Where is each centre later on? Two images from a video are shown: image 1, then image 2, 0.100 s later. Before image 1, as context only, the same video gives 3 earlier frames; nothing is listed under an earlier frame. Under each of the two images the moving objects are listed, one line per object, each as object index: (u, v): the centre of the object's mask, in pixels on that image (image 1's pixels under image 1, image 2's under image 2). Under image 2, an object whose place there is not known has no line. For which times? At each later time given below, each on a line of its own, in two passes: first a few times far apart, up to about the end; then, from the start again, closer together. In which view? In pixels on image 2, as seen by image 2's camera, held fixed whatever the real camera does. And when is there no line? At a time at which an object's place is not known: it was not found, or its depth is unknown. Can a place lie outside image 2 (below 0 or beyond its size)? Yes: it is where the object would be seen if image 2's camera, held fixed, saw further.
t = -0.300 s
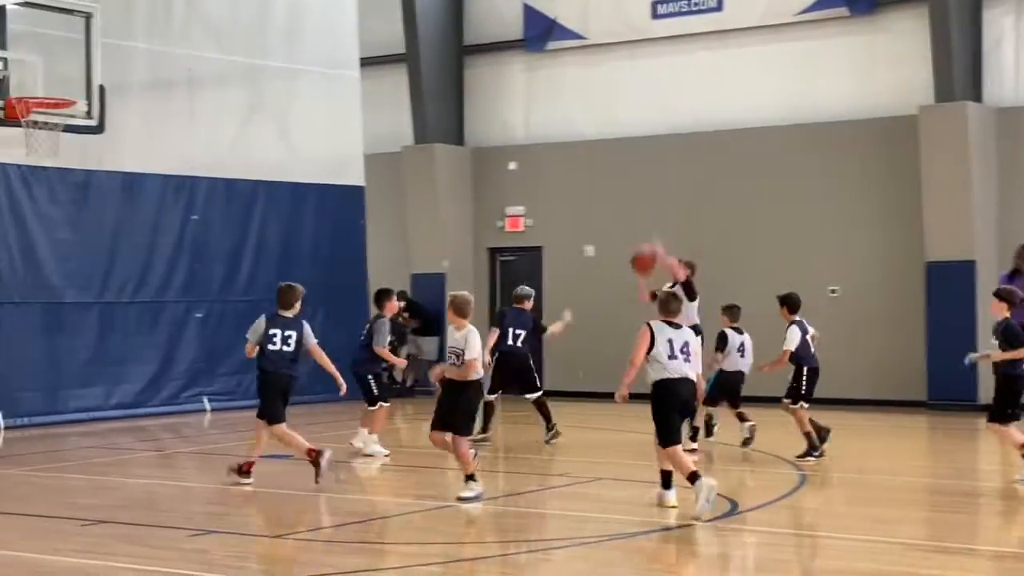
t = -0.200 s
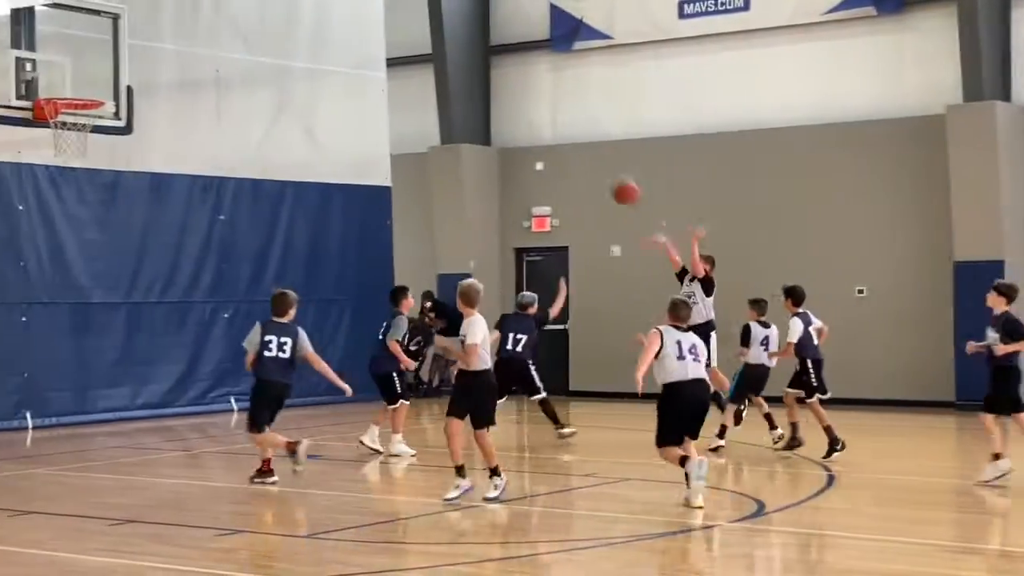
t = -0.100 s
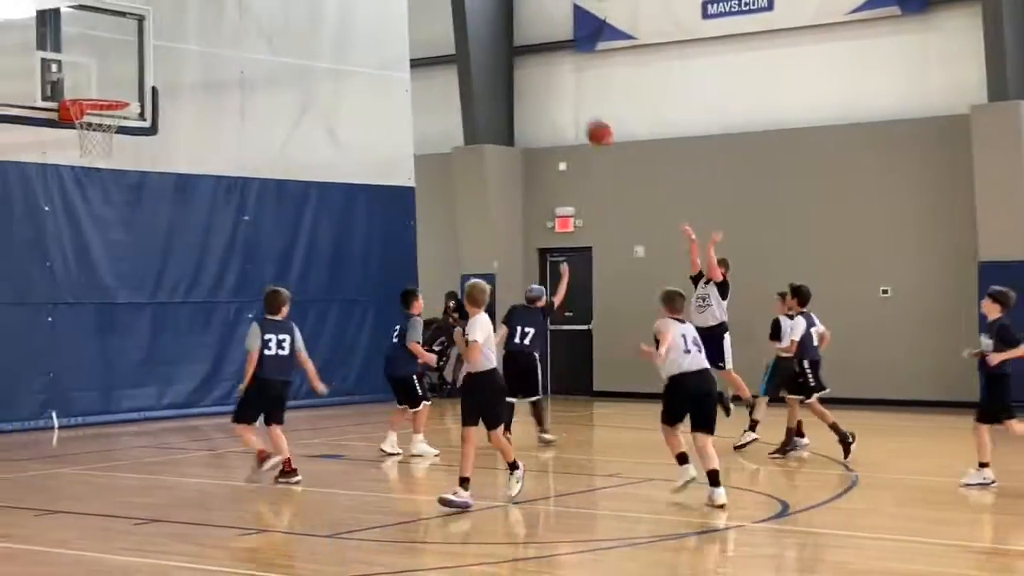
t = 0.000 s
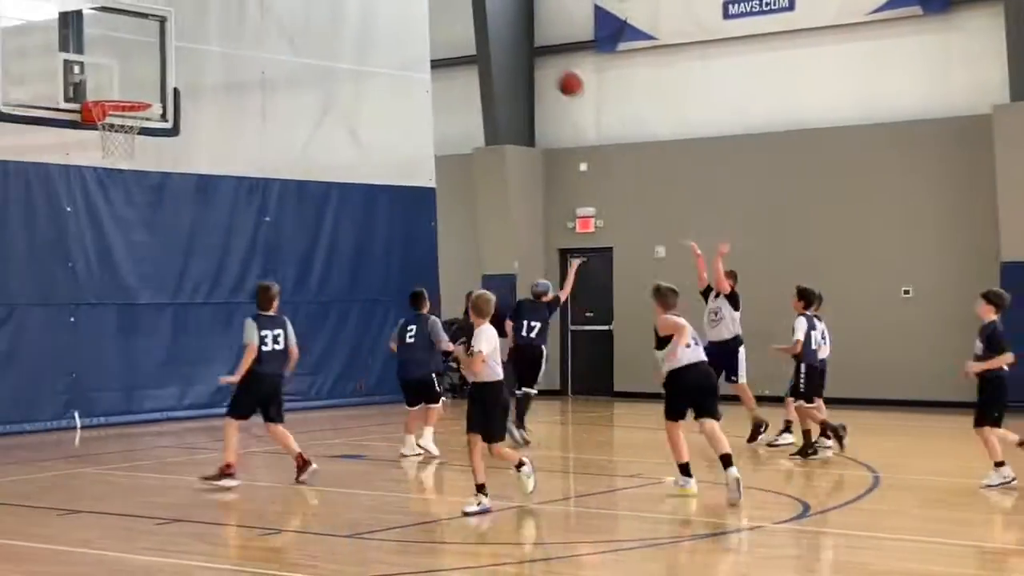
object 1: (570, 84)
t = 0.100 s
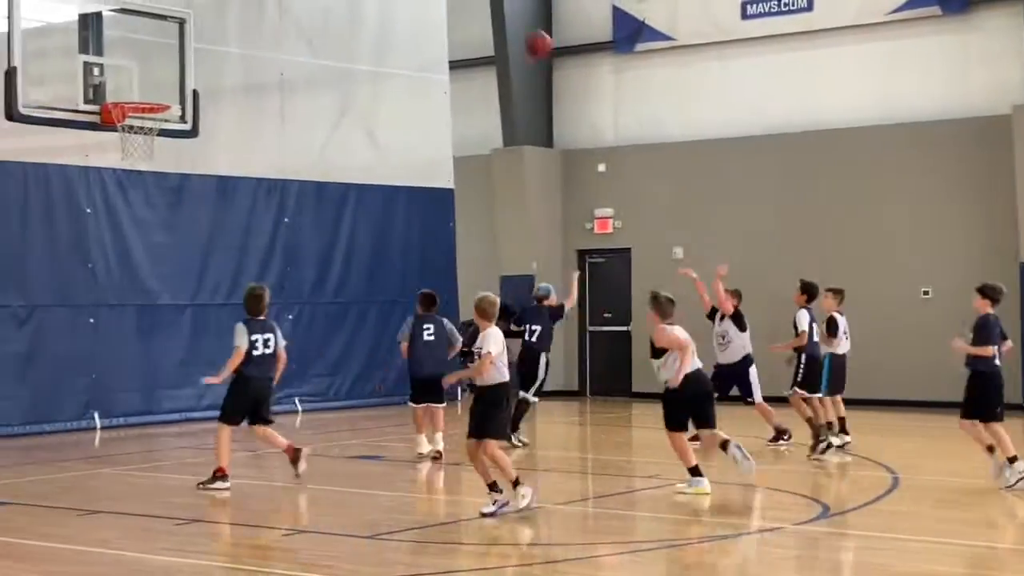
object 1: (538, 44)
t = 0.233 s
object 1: (470, 9)
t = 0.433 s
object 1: (367, -4)
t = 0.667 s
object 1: (245, 25)
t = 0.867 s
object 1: (143, 92)
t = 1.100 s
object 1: (182, 43)
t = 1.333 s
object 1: (235, 56)
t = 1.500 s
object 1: (275, 105)
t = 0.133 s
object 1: (522, 34)
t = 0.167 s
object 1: (506, 24)
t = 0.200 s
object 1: (489, 16)
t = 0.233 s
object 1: (470, 9)
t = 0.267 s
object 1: (454, 5)
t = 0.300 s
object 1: (436, 2)
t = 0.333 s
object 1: (418, 0)
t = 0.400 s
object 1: (384, -3)
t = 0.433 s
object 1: (367, -4)
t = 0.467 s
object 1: (349, -4)
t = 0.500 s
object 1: (332, -4)
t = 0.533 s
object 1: (315, -2)
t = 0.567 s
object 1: (298, 2)
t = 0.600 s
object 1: (281, 8)
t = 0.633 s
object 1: (262, 16)
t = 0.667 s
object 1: (245, 25)
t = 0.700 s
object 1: (226, 35)
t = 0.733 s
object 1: (209, 47)
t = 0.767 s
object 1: (191, 60)
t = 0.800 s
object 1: (173, 75)
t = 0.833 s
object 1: (155, 90)
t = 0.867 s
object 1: (143, 92)
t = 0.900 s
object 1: (138, 82)
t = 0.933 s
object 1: (145, 72)
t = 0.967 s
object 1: (153, 64)
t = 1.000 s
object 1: (160, 57)
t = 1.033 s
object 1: (167, 51)
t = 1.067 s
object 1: (175, 46)
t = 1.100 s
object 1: (182, 43)
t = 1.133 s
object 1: (190, 41)
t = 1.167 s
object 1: (197, 40)
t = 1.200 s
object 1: (205, 41)
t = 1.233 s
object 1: (212, 42)
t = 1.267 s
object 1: (220, 45)
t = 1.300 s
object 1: (227, 50)
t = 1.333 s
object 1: (235, 56)
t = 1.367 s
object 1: (243, 63)
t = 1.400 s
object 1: (252, 71)
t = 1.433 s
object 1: (260, 81)
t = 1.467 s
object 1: (267, 92)
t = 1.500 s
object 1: (275, 105)
